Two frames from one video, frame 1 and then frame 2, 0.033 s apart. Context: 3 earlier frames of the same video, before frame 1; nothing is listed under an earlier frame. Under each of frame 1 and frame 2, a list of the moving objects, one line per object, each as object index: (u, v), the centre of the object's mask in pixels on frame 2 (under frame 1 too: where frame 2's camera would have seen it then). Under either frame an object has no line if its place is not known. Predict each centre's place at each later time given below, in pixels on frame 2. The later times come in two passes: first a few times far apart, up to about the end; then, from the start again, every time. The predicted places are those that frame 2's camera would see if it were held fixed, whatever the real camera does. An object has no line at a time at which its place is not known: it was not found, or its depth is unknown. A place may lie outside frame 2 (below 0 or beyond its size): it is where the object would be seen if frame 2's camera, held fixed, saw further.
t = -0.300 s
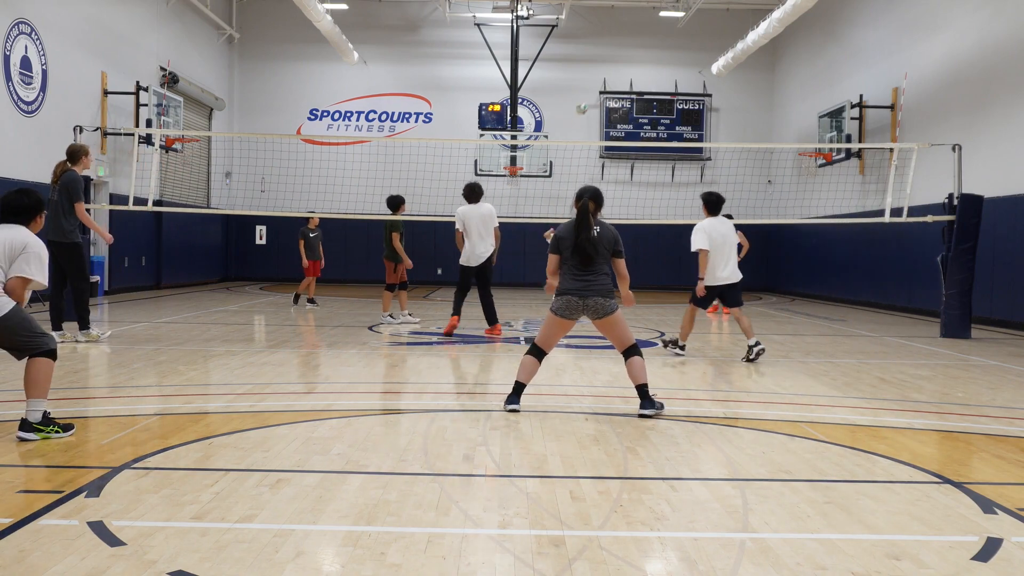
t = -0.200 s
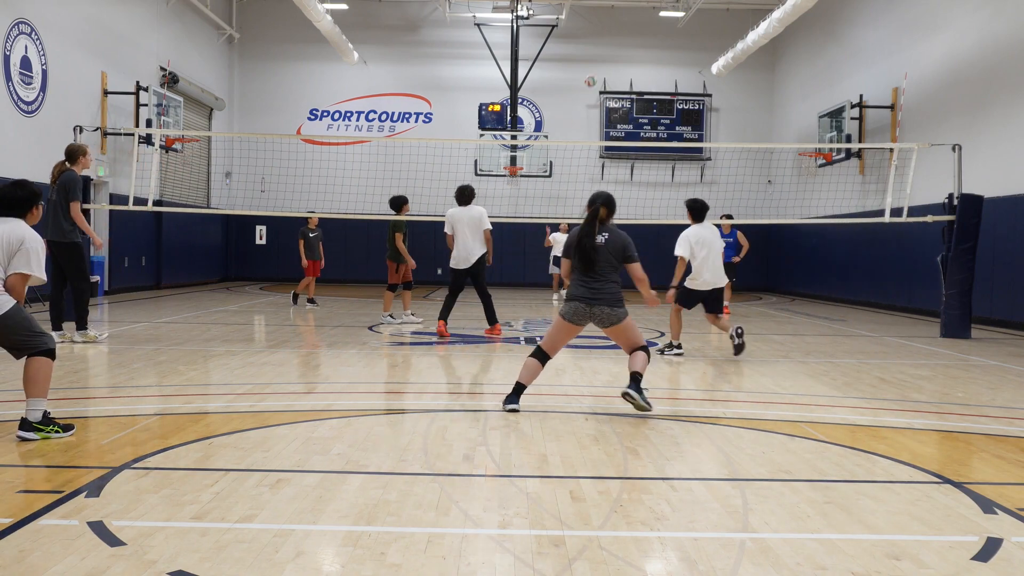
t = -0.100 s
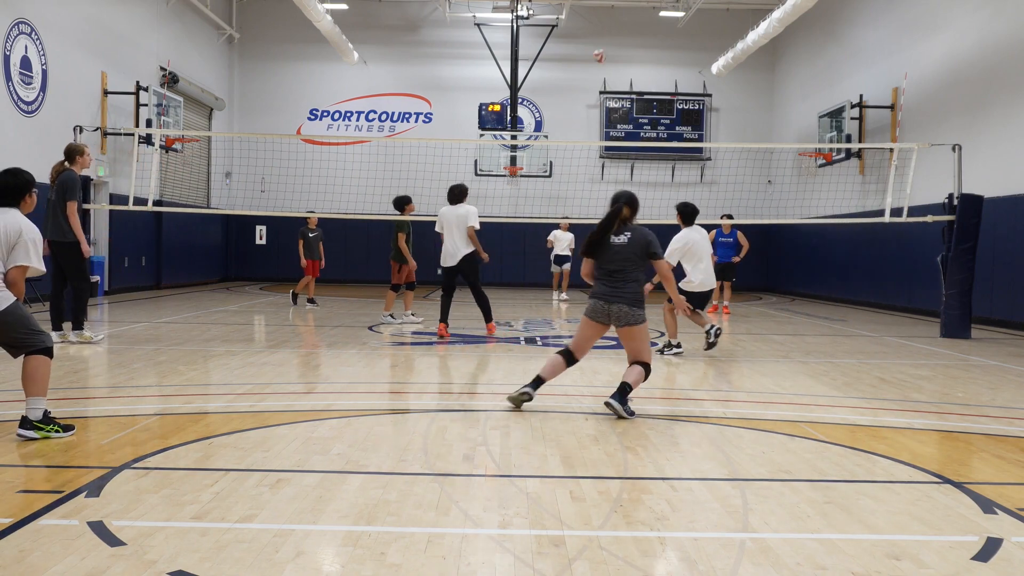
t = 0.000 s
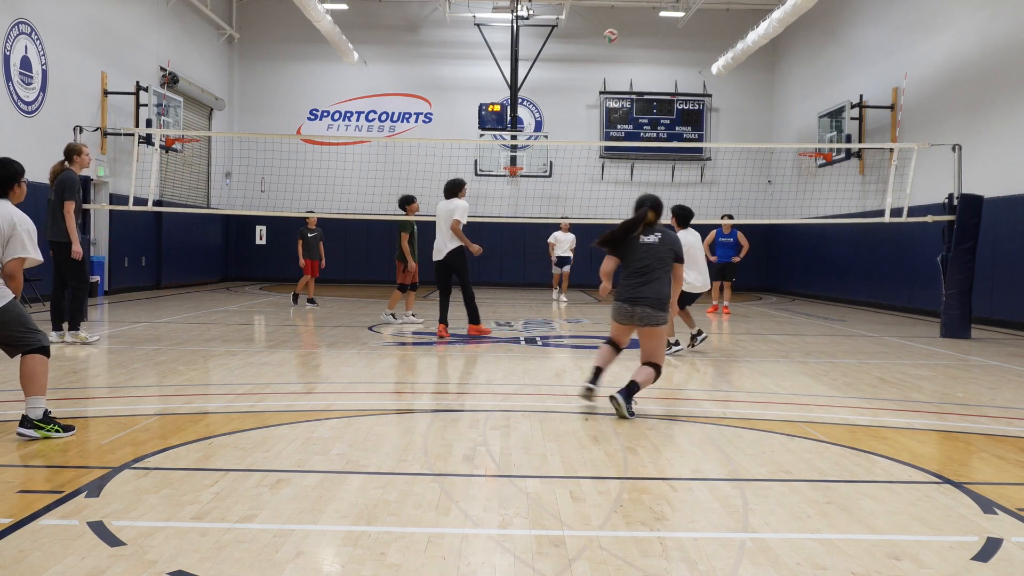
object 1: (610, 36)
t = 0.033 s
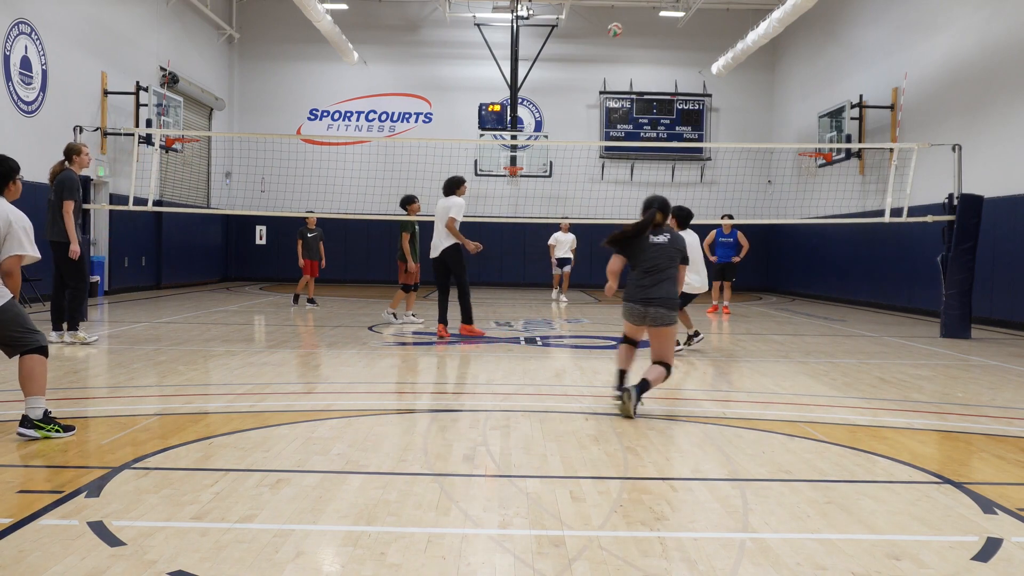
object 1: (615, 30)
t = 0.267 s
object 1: (651, 11)
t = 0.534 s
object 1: (711, 52)
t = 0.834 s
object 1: (805, 232)
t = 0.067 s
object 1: (619, 25)
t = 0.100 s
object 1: (624, 20)
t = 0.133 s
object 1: (629, 17)
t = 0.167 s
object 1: (634, 14)
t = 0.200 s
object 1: (640, 12)
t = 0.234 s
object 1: (645, 11)
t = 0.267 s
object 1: (651, 11)
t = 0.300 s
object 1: (657, 12)
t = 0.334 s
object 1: (665, 14)
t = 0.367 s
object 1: (672, 18)
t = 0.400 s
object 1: (680, 22)
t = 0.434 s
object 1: (687, 27)
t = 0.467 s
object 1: (695, 34)
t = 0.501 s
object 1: (703, 42)
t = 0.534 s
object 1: (711, 52)
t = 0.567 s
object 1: (720, 64)
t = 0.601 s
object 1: (730, 78)
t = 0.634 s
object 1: (739, 92)
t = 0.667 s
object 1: (749, 110)
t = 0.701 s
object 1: (759, 129)
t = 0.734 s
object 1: (770, 150)
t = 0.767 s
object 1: (781, 174)
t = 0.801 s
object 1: (793, 200)
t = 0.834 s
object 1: (805, 232)
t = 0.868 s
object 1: (819, 264)
